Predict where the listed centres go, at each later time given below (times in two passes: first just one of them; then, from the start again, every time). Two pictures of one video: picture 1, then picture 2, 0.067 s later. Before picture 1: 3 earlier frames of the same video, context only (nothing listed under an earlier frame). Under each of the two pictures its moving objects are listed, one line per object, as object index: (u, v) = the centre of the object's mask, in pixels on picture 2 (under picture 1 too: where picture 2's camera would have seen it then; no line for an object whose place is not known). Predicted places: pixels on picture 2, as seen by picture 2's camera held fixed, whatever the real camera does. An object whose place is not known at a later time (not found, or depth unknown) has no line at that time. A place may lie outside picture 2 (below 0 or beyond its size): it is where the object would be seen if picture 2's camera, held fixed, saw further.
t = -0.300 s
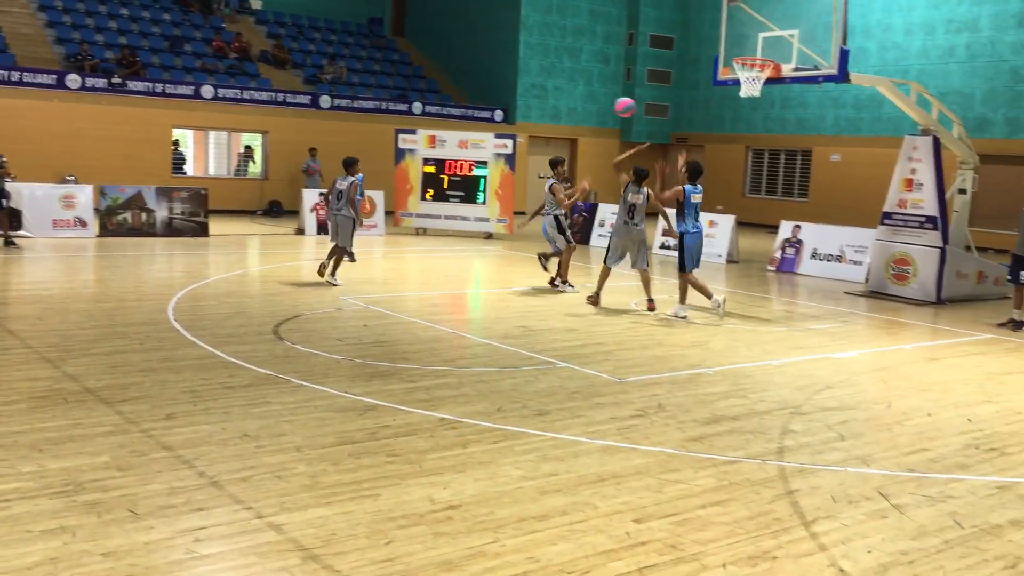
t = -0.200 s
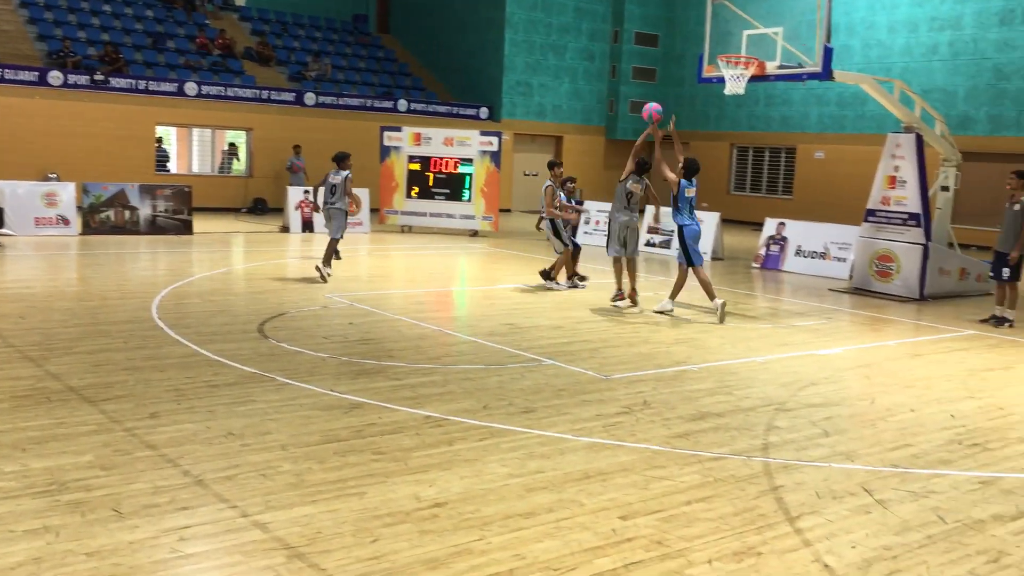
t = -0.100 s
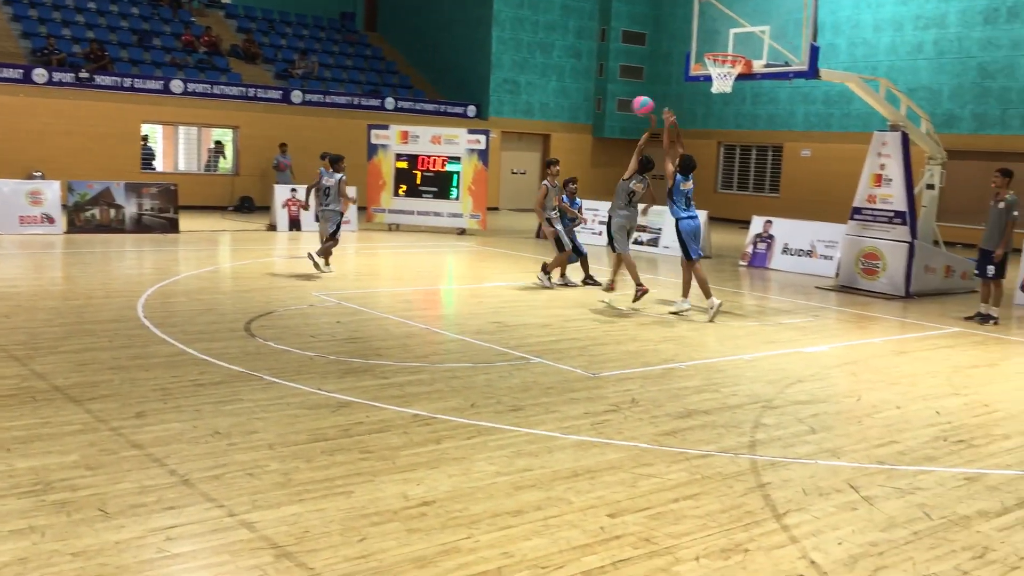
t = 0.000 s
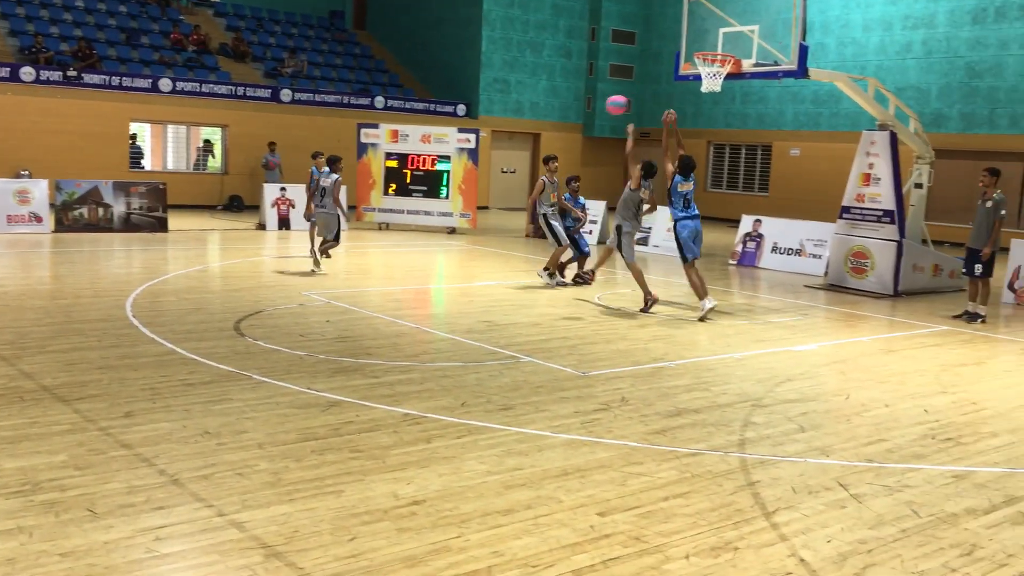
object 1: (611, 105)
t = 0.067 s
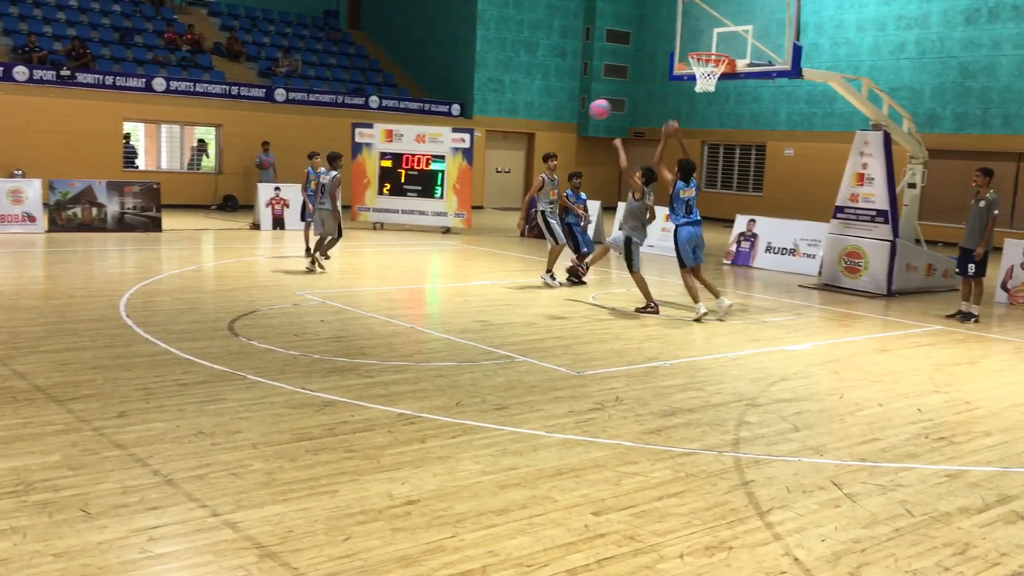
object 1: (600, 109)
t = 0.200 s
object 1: (576, 130)
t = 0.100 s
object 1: (594, 113)
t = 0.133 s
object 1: (588, 118)
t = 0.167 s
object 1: (582, 124)
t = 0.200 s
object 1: (576, 130)
